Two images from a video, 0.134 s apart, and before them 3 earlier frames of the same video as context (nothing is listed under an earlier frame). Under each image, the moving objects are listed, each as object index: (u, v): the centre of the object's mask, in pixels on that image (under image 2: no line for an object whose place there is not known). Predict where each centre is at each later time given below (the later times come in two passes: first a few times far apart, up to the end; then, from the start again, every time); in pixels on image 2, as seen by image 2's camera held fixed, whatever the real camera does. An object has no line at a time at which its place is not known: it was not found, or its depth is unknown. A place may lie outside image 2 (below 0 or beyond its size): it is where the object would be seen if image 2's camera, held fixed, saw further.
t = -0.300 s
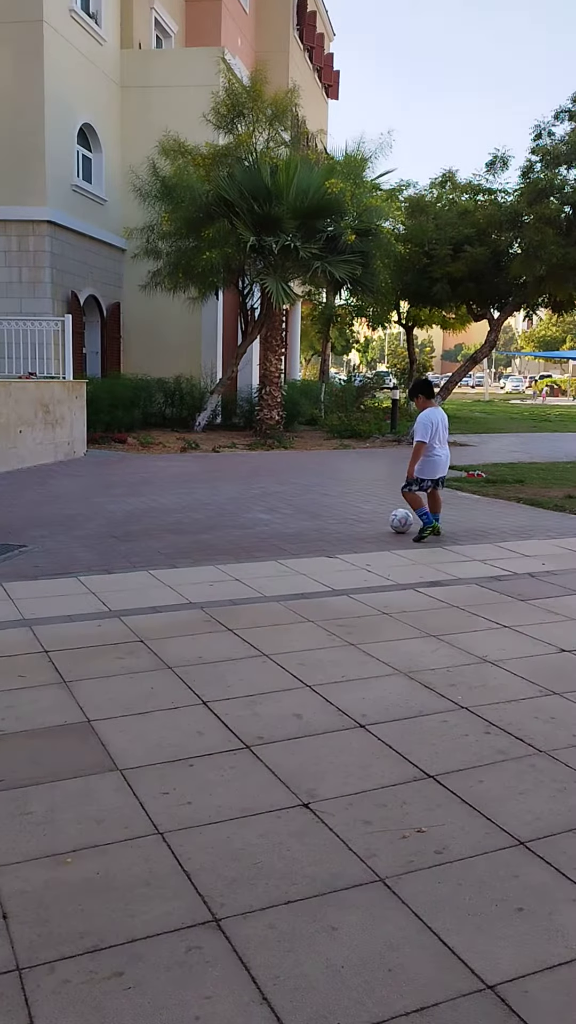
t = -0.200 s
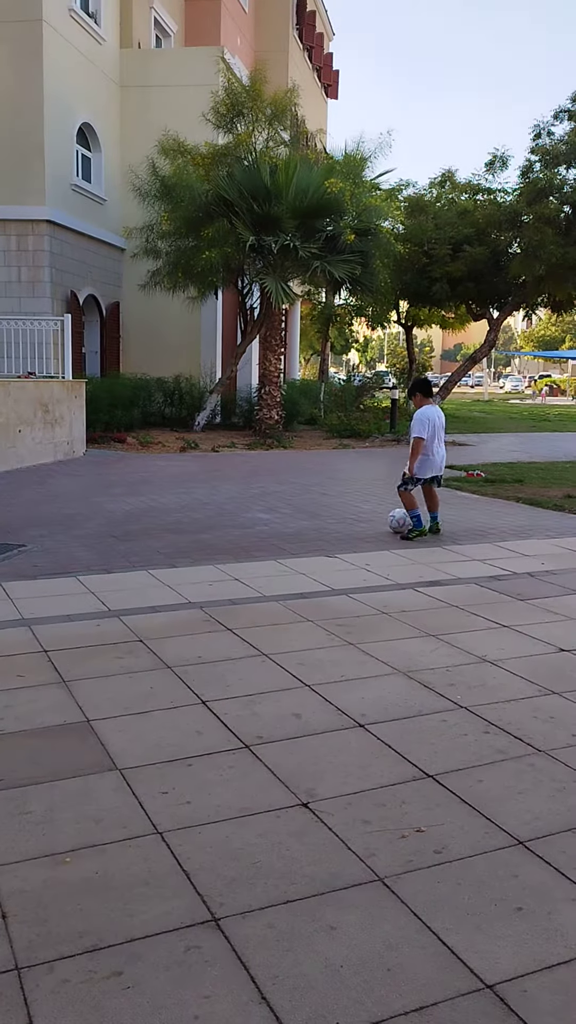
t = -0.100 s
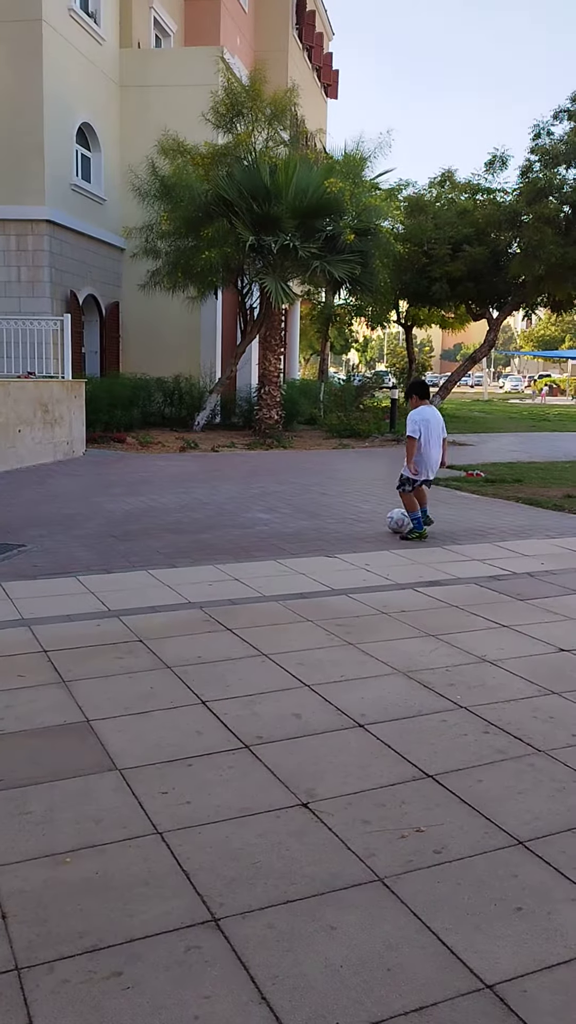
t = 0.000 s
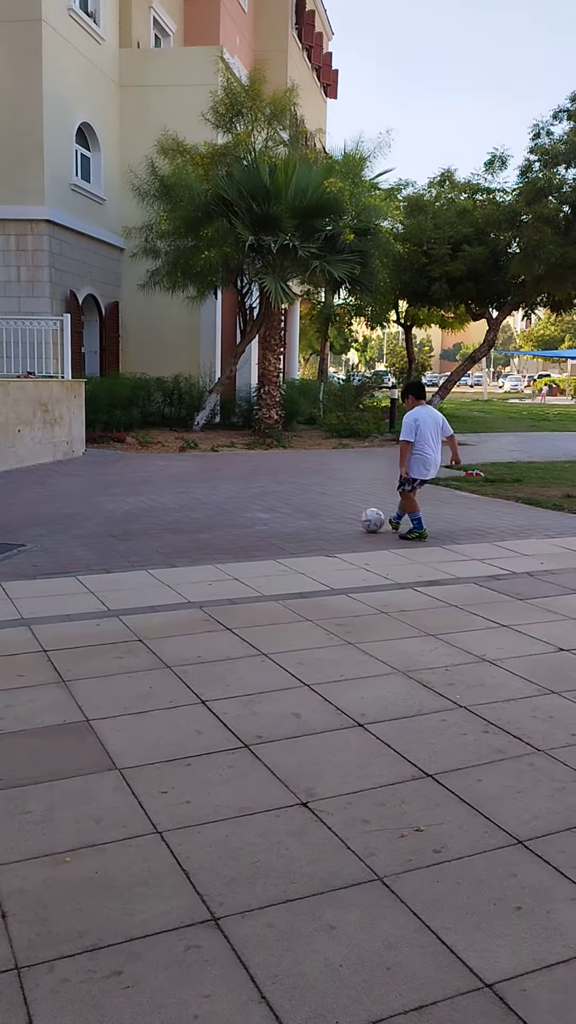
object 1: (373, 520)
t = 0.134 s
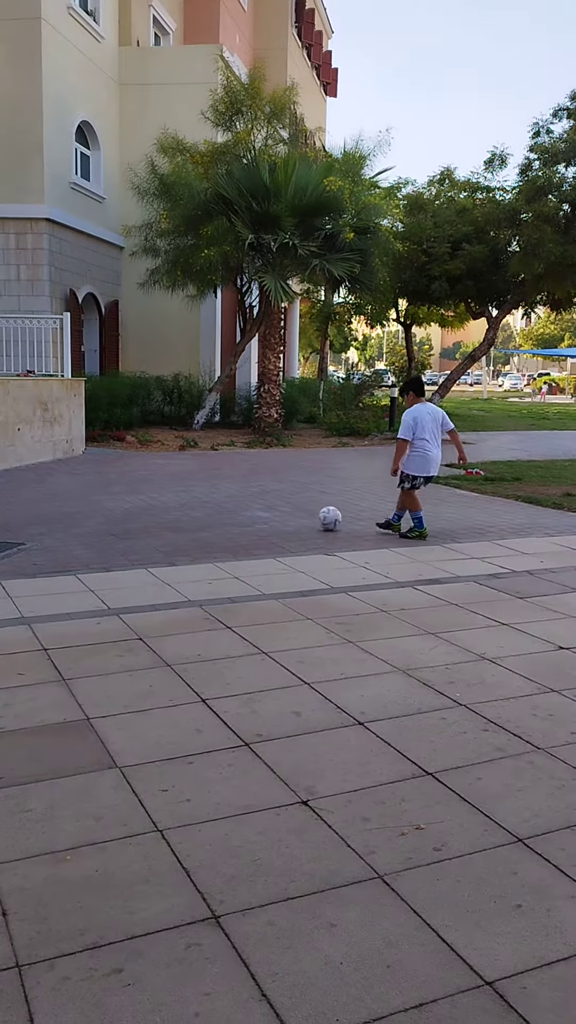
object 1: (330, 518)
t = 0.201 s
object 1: (312, 519)
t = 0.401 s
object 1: (263, 519)
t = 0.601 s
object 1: (215, 520)
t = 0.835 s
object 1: (158, 520)
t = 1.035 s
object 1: (106, 521)
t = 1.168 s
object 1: (72, 522)
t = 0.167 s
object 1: (320, 519)
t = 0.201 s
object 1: (312, 519)
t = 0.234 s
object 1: (304, 519)
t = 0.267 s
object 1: (296, 519)
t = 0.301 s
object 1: (288, 519)
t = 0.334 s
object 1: (280, 519)
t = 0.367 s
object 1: (271, 519)
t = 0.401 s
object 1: (263, 519)
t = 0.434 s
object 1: (255, 519)
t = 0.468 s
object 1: (247, 519)
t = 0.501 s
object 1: (239, 519)
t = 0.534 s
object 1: (231, 519)
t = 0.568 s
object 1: (223, 520)
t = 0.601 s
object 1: (215, 520)
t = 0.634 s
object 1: (207, 519)
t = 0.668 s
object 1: (198, 520)
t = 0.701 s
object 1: (190, 520)
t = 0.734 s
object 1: (182, 520)
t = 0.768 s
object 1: (173, 520)
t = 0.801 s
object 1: (165, 520)
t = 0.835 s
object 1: (158, 520)
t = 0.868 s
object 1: (149, 520)
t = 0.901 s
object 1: (140, 520)
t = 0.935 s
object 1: (132, 520)
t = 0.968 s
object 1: (123, 520)
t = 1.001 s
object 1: (115, 521)
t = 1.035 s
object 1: (106, 521)
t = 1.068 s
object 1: (98, 521)
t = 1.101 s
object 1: (89, 522)
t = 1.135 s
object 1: (81, 522)
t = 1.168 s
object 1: (72, 522)
